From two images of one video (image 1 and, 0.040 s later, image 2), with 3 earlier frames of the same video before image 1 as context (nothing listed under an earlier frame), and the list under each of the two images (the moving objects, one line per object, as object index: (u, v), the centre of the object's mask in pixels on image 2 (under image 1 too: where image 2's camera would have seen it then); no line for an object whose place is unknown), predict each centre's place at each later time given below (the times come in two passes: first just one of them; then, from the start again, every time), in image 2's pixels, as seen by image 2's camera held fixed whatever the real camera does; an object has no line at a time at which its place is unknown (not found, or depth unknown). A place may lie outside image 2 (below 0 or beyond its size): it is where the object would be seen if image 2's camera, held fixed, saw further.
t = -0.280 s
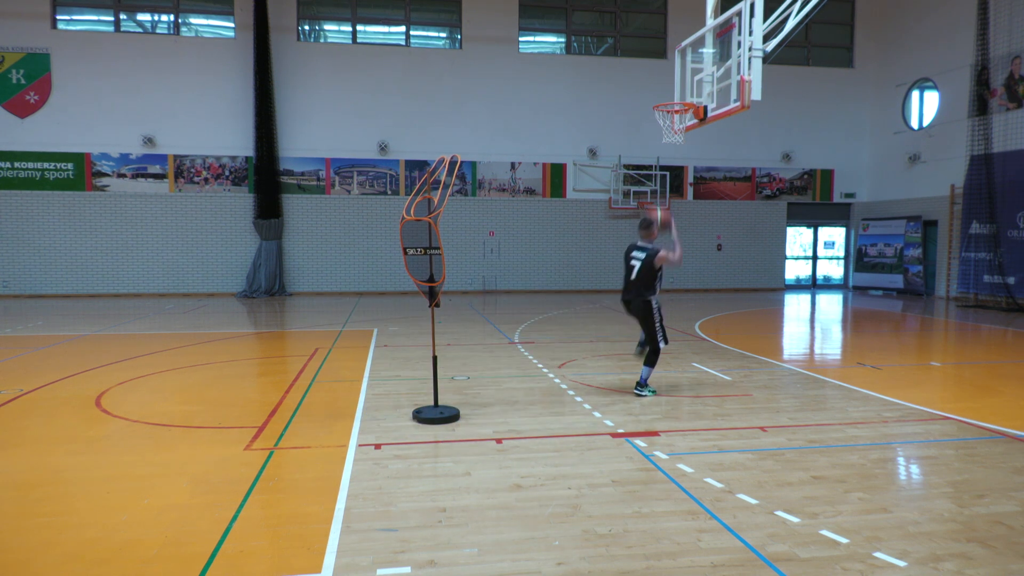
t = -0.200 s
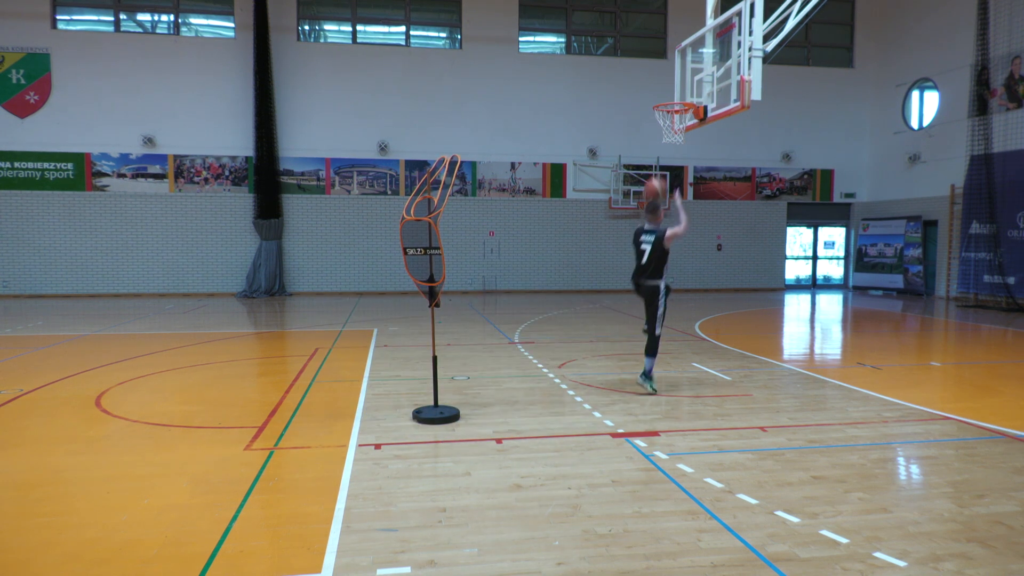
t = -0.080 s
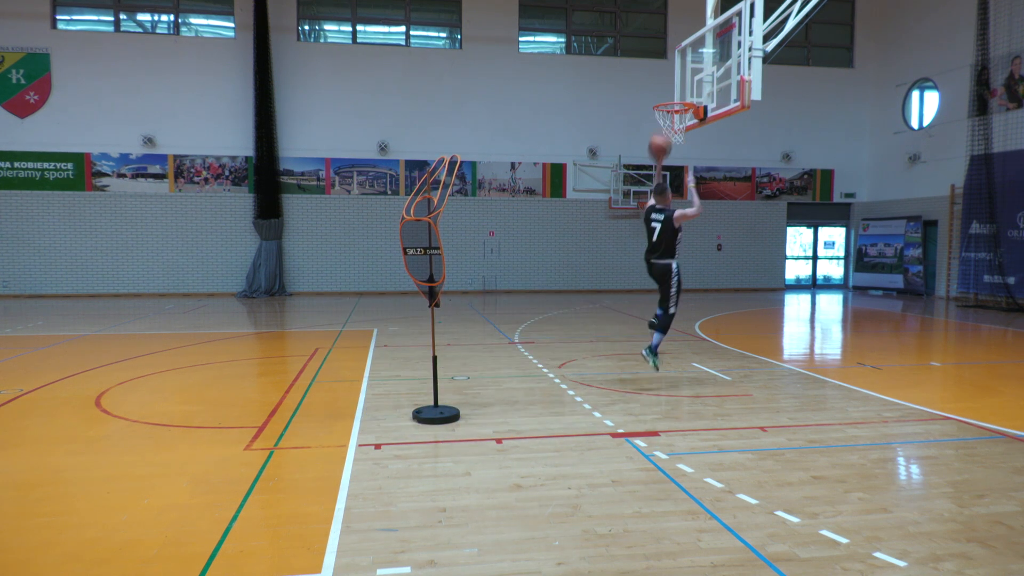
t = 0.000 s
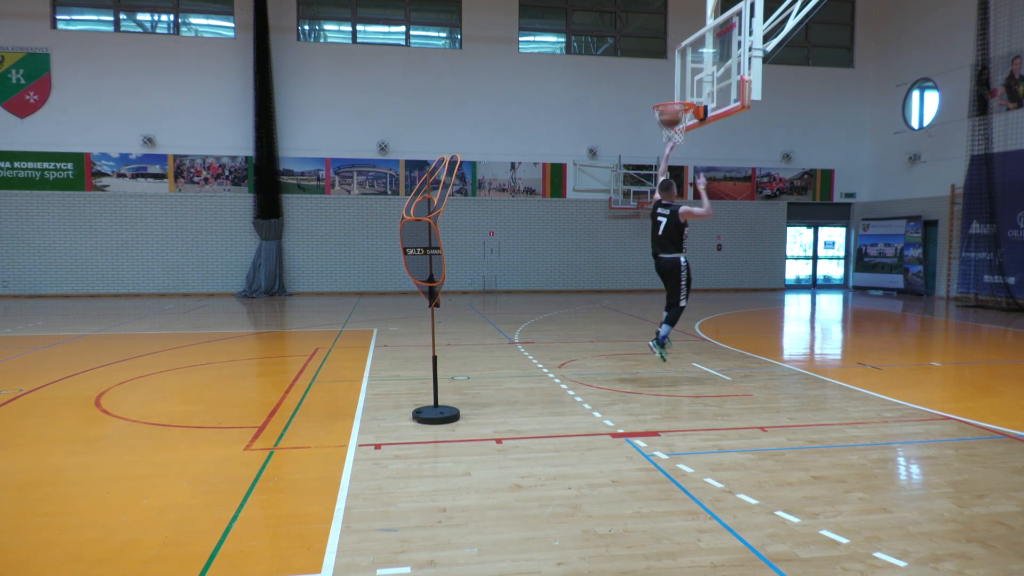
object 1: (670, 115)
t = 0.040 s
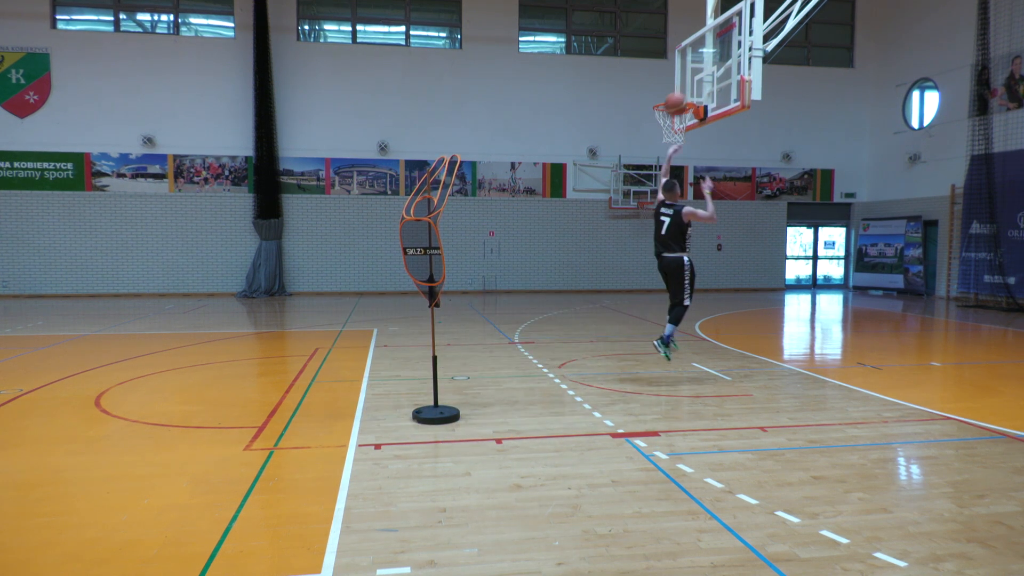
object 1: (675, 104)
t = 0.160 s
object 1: (690, 79)
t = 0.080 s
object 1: (680, 94)
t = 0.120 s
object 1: (685, 85)
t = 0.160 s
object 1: (690, 79)
